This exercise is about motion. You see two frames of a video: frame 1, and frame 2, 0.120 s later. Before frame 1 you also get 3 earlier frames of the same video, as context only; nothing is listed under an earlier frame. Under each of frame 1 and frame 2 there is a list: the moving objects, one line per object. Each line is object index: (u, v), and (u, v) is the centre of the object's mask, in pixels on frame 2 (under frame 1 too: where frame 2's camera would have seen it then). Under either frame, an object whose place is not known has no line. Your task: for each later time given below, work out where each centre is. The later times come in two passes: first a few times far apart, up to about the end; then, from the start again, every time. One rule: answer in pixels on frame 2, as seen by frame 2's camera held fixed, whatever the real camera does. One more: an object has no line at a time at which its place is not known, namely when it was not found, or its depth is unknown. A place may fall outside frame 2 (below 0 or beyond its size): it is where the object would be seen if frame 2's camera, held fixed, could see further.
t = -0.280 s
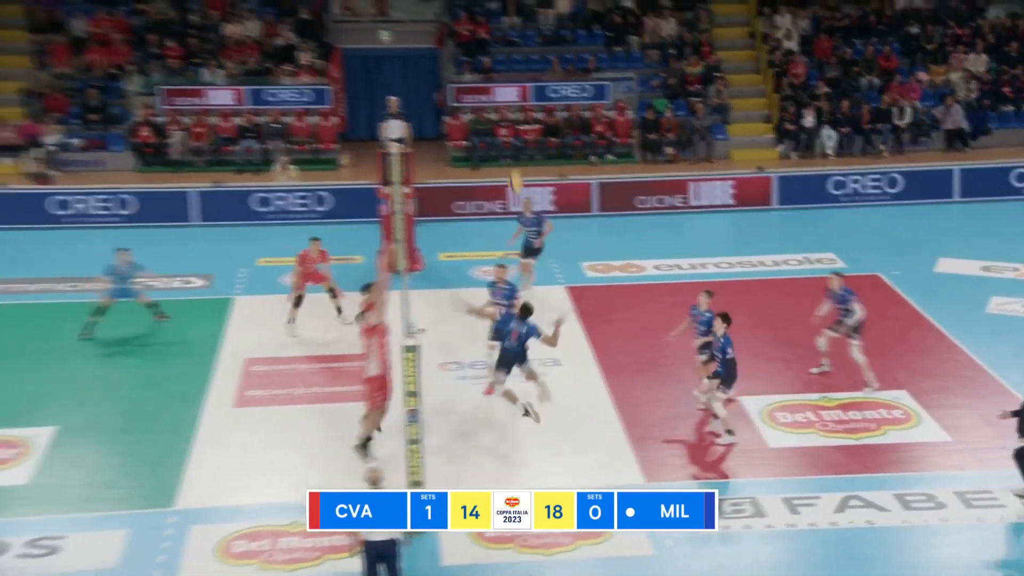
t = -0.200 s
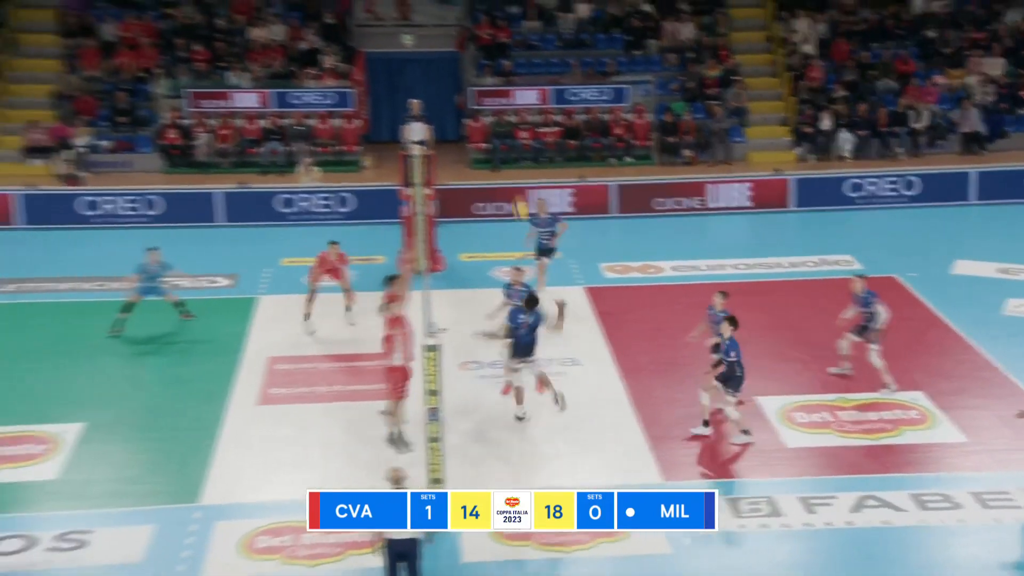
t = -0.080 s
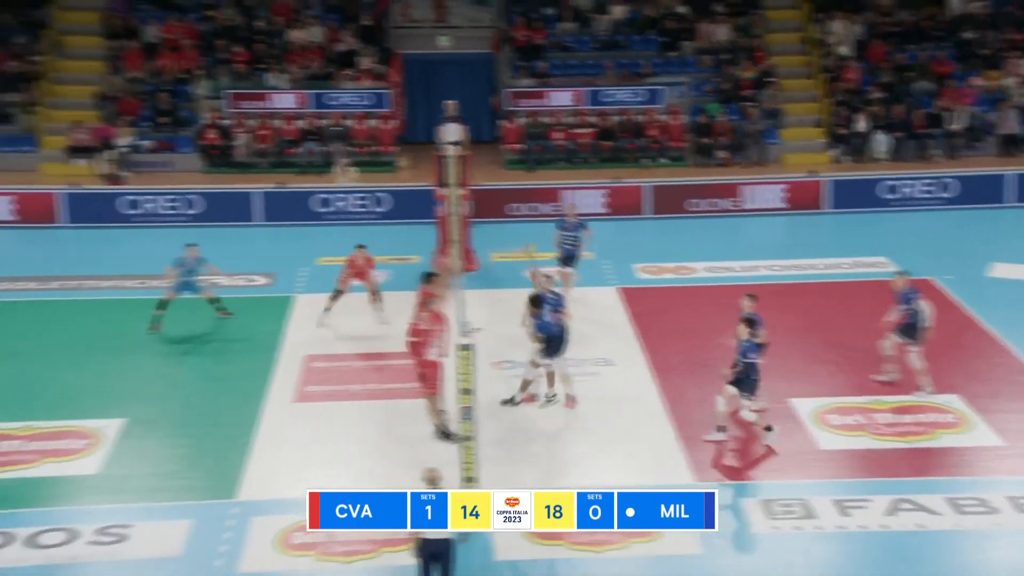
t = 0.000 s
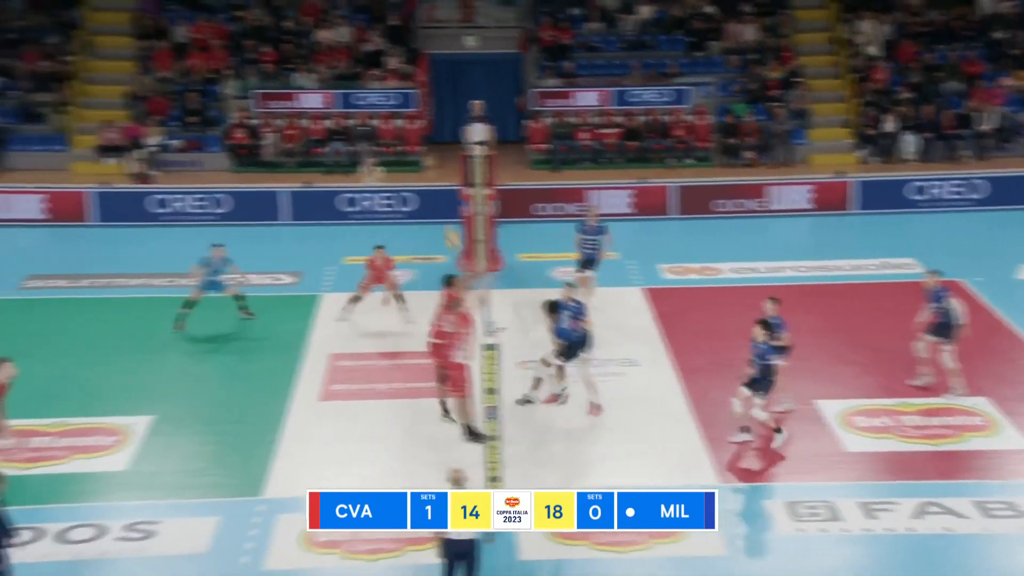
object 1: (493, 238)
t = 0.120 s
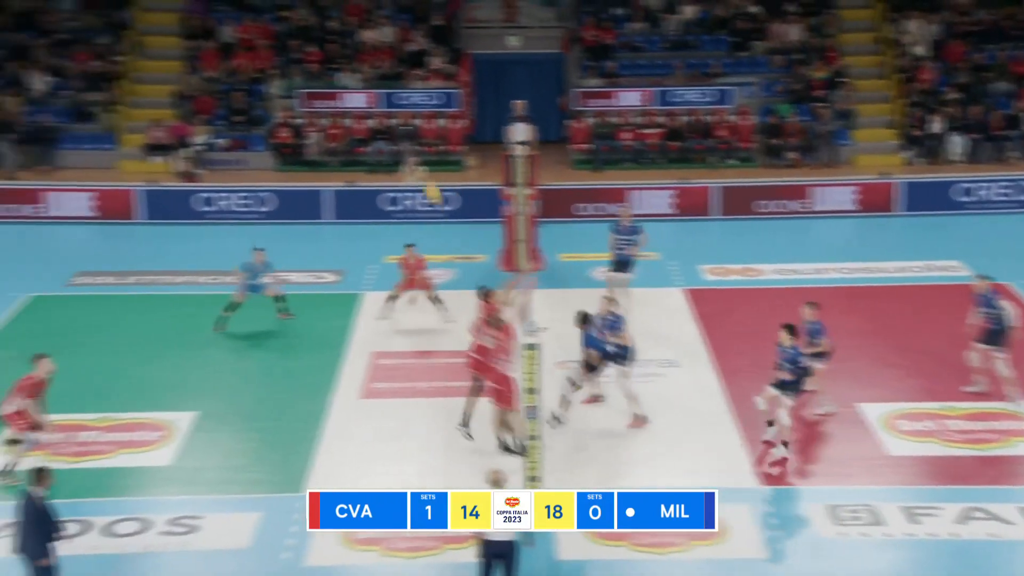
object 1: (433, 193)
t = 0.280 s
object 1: (351, 148)
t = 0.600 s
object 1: (188, 126)
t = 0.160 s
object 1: (412, 177)
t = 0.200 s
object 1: (390, 165)
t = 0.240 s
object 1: (371, 158)
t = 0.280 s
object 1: (351, 148)
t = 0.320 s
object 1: (331, 140)
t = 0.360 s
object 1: (310, 134)
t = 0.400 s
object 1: (289, 129)
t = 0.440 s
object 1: (268, 125)
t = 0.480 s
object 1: (248, 123)
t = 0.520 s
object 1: (228, 122)
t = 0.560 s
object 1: (208, 123)
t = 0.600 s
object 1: (188, 126)
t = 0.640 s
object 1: (169, 129)
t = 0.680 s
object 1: (149, 135)
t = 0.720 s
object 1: (130, 141)
